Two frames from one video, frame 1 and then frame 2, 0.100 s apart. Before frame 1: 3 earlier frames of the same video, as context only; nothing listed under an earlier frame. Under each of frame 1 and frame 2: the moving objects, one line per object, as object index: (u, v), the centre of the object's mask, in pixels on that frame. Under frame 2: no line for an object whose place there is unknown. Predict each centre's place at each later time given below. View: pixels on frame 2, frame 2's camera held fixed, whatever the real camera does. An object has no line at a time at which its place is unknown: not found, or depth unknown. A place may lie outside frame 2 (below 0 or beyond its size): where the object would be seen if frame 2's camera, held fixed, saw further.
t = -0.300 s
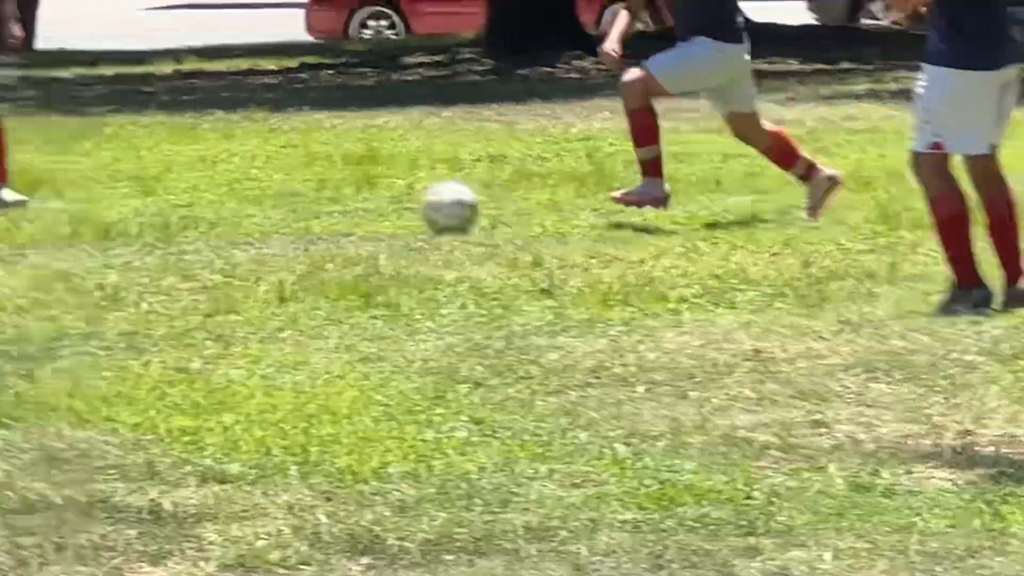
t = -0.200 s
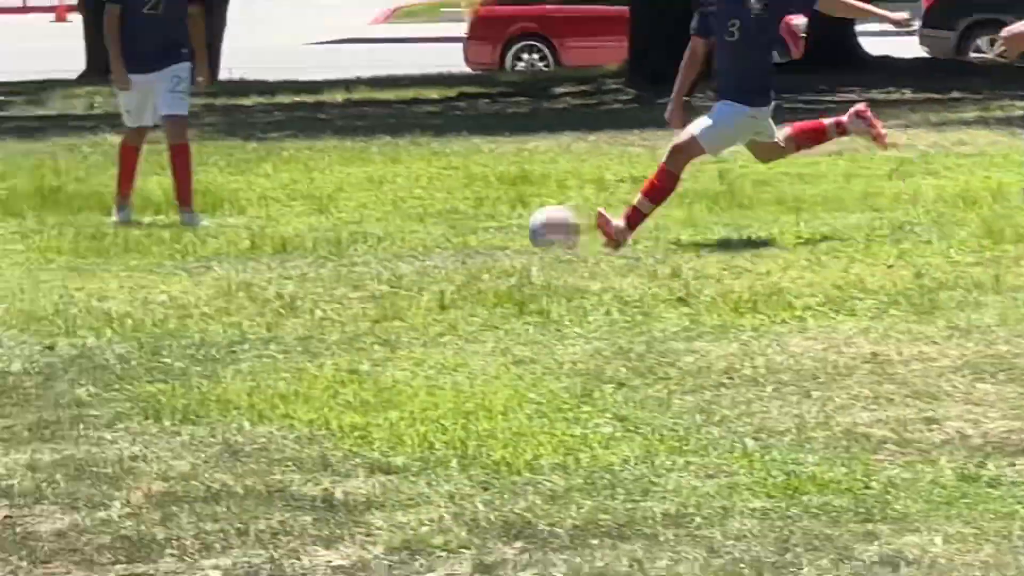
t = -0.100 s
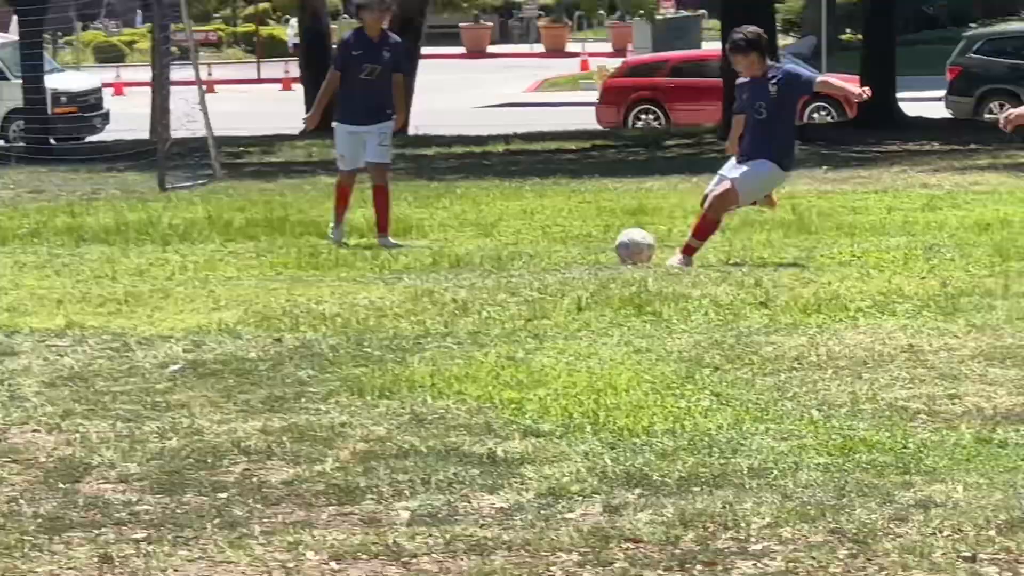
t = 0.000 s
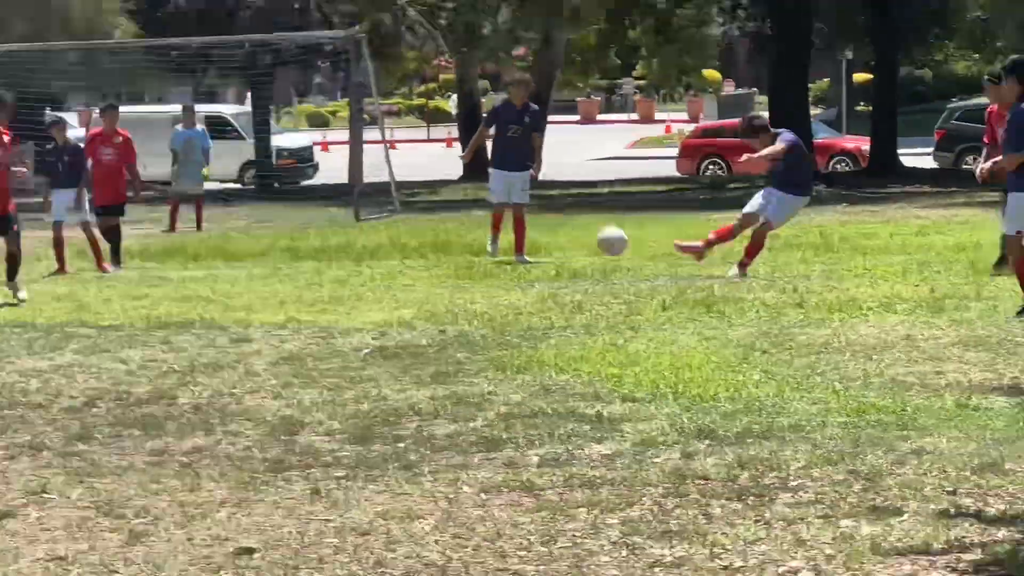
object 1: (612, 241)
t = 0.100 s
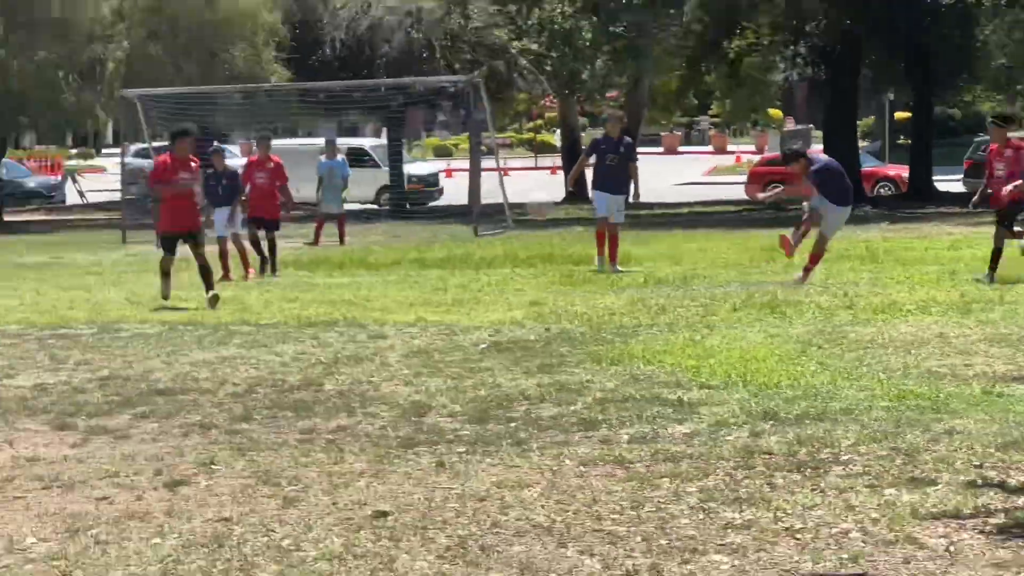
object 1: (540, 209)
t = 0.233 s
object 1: (323, 143)
